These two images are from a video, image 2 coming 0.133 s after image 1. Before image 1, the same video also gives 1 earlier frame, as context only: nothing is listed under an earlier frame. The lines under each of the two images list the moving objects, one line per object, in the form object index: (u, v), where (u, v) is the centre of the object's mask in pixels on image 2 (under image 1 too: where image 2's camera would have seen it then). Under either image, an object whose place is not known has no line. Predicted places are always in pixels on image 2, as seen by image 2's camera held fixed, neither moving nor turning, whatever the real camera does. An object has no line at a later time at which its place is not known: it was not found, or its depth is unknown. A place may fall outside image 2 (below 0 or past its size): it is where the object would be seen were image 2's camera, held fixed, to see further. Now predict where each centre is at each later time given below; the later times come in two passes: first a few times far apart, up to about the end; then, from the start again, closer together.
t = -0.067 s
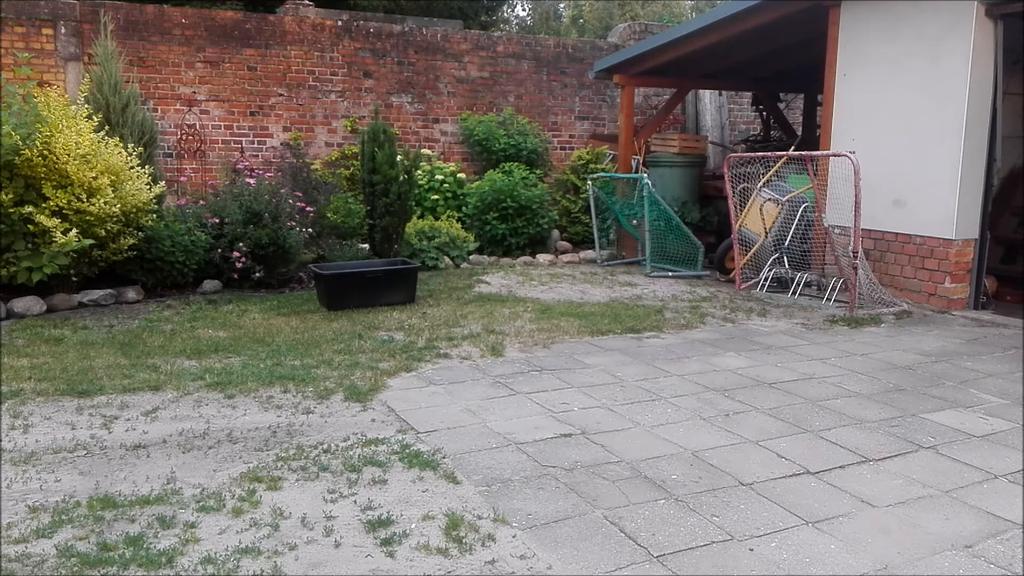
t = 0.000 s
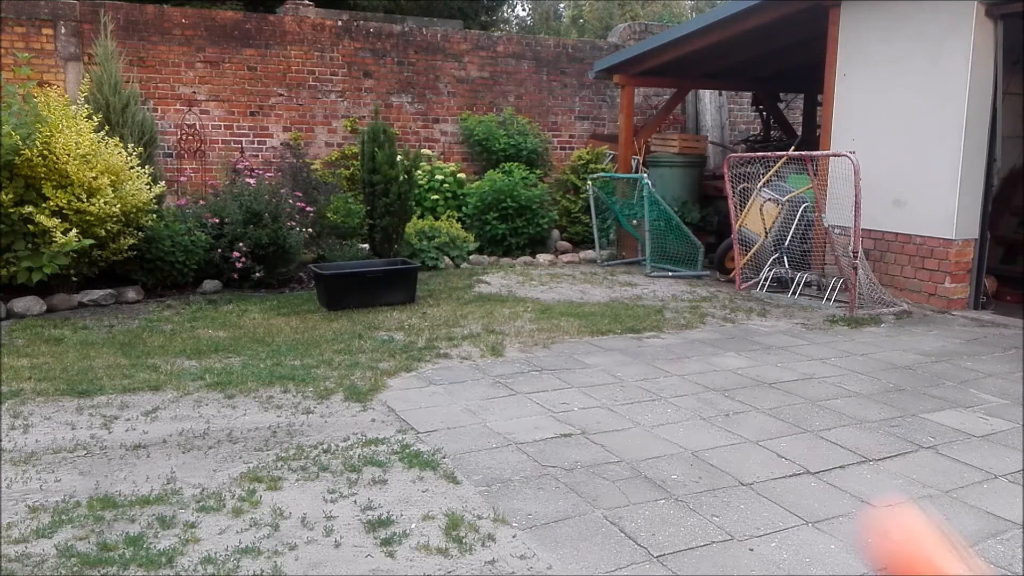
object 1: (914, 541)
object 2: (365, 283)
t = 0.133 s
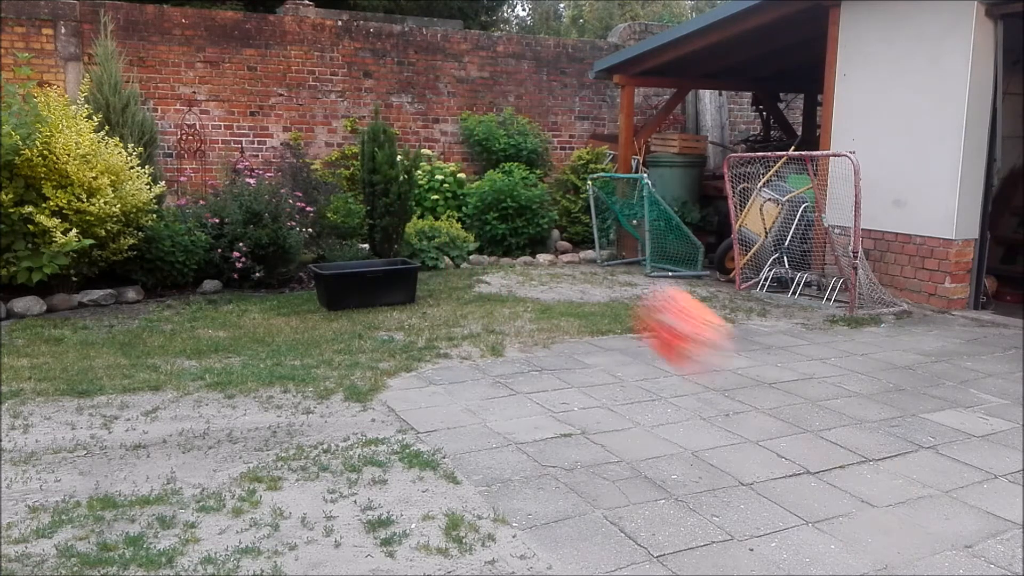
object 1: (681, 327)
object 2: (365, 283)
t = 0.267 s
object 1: (542, 234)
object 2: (365, 283)
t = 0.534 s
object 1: (396, 214)
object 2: (365, 283)
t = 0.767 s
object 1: (338, 261)
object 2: (365, 283)
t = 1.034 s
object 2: (360, 278)
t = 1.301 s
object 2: (363, 283)
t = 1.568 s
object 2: (362, 282)
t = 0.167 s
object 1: (641, 297)
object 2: (365, 283)
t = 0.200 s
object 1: (604, 270)
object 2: (365, 283)
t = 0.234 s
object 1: (571, 250)
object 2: (365, 283)
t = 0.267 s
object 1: (542, 234)
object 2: (365, 283)
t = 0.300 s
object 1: (517, 224)
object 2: (365, 283)
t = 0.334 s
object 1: (495, 216)
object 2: (365, 283)
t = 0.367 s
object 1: (474, 209)
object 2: (365, 283)
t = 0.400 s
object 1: (456, 206)
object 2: (365, 283)
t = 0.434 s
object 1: (438, 205)
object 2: (365, 283)
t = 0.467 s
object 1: (423, 206)
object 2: (365, 283)
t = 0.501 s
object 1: (409, 210)
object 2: (365, 283)
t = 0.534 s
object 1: (396, 214)
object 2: (365, 283)
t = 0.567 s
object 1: (386, 220)
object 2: (365, 283)
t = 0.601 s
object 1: (375, 226)
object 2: (365, 283)
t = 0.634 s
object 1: (365, 233)
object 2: (365, 283)
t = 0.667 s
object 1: (356, 242)
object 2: (365, 283)
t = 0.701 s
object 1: (347, 251)
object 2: (366, 284)
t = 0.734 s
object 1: (341, 258)
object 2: (367, 284)
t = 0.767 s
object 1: (338, 261)
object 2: (365, 283)
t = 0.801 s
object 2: (362, 280)
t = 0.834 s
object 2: (362, 277)
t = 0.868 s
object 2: (361, 276)
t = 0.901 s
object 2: (360, 276)
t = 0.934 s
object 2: (360, 276)
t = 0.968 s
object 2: (360, 276)
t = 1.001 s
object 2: (360, 277)
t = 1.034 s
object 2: (360, 278)
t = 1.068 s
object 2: (360, 279)
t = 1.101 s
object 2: (360, 279)
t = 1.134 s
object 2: (361, 280)
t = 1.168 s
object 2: (361, 281)
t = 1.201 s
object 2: (361, 282)
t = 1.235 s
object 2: (362, 283)
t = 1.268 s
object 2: (363, 284)
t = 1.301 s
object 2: (363, 283)
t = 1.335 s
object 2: (363, 282)
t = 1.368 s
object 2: (362, 281)
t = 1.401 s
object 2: (362, 282)
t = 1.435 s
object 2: (362, 282)
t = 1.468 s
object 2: (362, 283)
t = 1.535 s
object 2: (362, 282)
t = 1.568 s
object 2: (362, 282)
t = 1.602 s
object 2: (362, 282)
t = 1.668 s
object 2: (362, 282)
